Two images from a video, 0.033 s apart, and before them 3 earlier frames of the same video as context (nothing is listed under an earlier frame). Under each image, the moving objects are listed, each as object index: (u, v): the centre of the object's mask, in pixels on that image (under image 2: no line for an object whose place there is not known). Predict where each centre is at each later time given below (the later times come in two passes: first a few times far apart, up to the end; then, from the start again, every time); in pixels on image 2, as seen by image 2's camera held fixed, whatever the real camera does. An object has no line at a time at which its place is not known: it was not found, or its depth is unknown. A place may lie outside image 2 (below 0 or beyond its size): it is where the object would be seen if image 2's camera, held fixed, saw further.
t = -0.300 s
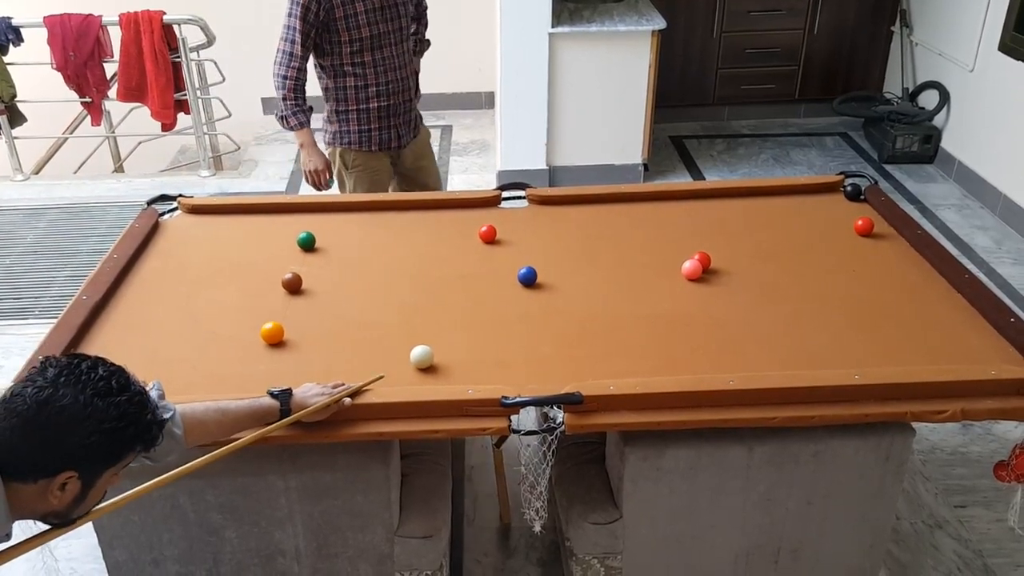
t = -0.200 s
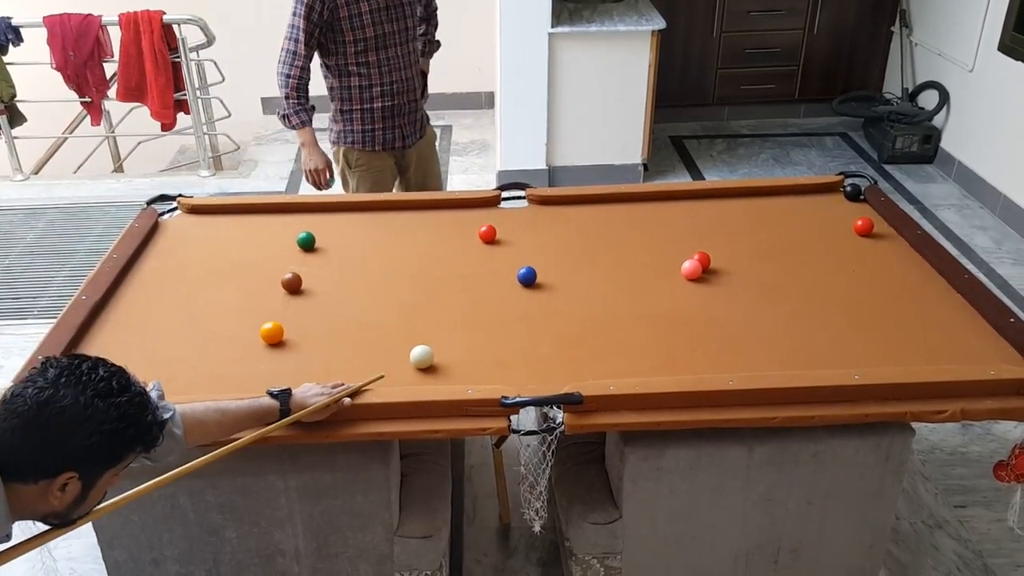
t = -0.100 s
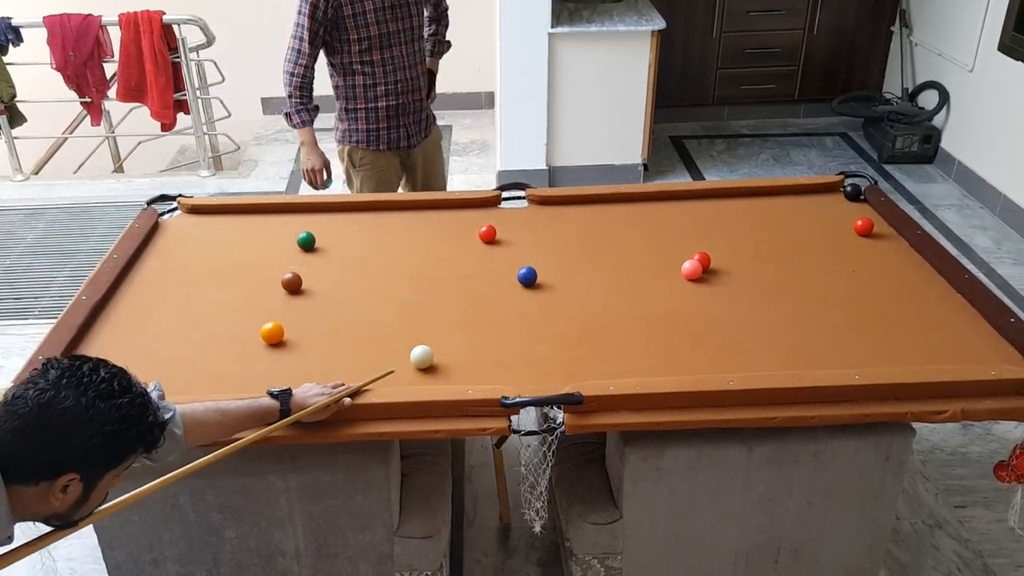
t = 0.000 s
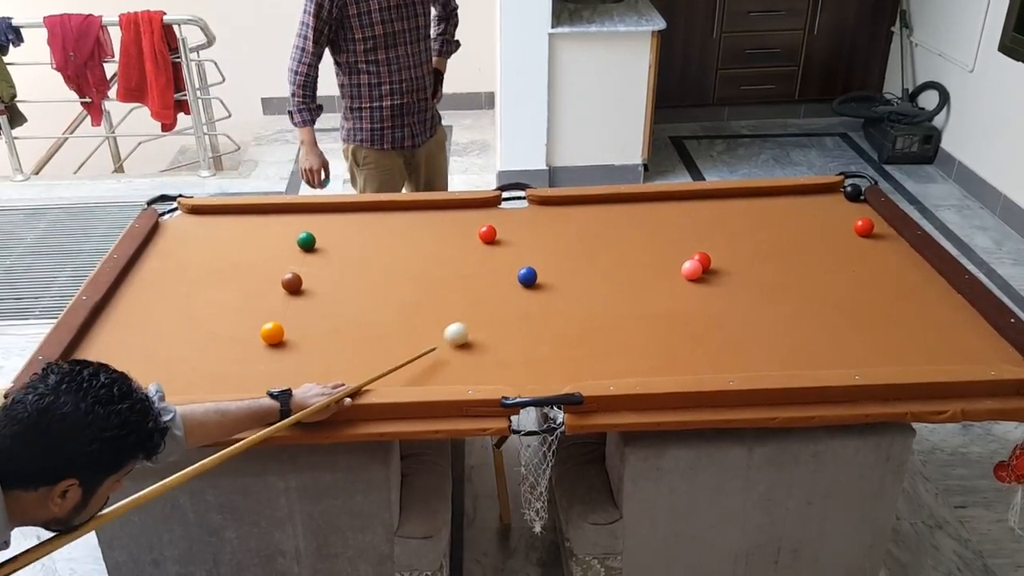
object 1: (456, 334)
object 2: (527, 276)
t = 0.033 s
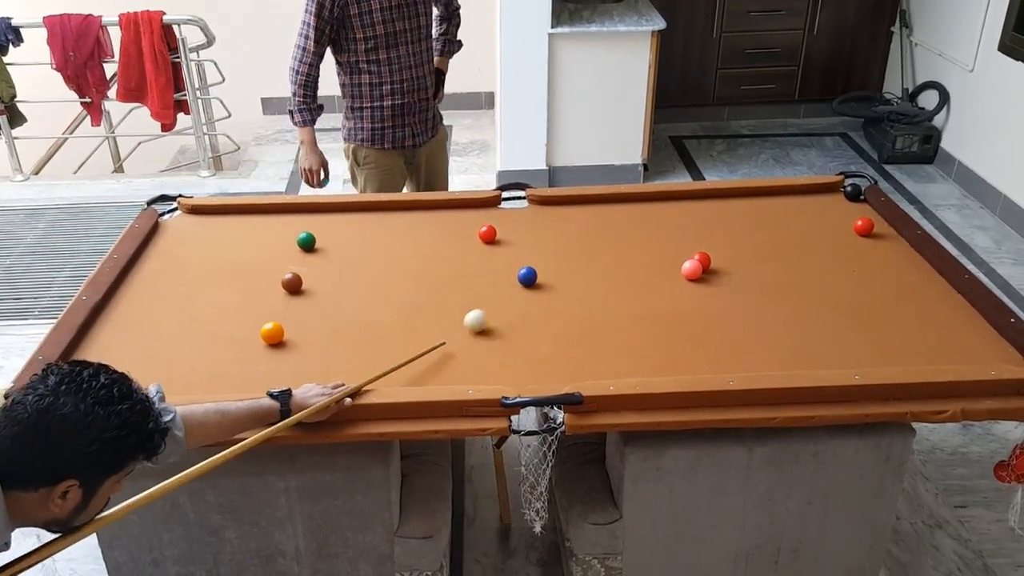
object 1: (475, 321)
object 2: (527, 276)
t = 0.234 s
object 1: (572, 280)
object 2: (522, 259)
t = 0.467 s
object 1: (674, 257)
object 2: (512, 228)
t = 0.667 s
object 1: (749, 236)
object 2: (505, 207)
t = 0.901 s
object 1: (824, 214)
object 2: (520, 199)
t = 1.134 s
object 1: (837, 199)
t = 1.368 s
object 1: (791, 191)
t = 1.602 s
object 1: (765, 198)
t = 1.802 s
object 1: (743, 204)
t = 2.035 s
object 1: (718, 211)
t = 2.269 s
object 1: (694, 217)
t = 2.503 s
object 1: (672, 223)
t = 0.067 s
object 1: (492, 310)
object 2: (527, 276)
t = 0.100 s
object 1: (509, 299)
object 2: (527, 276)
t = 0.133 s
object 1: (524, 289)
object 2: (527, 273)
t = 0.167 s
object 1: (539, 284)
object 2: (525, 271)
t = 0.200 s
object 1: (555, 282)
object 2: (524, 265)
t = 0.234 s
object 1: (572, 280)
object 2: (522, 259)
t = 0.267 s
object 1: (587, 277)
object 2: (521, 254)
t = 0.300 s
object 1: (602, 273)
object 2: (519, 250)
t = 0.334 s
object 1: (617, 270)
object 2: (518, 245)
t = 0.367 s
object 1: (632, 266)
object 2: (516, 241)
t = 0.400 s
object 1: (646, 263)
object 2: (515, 237)
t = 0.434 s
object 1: (660, 260)
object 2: (514, 233)
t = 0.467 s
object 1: (674, 257)
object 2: (512, 228)
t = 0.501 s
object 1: (687, 251)
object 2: (511, 225)
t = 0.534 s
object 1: (700, 247)
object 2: (510, 221)
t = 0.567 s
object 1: (713, 246)
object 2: (509, 217)
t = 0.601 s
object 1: (725, 243)
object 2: (507, 214)
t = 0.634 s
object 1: (737, 239)
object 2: (506, 210)
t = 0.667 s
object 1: (749, 236)
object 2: (505, 207)
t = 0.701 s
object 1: (760, 233)
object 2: (503, 203)
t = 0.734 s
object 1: (771, 230)
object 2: (502, 200)
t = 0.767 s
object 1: (782, 226)
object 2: (507, 200)
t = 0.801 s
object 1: (793, 223)
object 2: (513, 199)
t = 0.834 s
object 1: (804, 220)
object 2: (517, 199)
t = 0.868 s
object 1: (814, 217)
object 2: (521, 199)
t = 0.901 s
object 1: (824, 214)
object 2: (520, 199)
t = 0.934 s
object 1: (834, 212)
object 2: (519, 199)
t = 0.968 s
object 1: (843, 209)
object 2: (518, 200)
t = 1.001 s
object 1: (853, 206)
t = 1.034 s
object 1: (863, 204)
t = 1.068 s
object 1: (854, 202)
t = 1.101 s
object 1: (845, 201)
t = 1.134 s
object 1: (837, 199)
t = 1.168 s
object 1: (830, 198)
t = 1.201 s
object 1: (823, 196)
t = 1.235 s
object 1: (816, 195)
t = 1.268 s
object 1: (810, 194)
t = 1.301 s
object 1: (803, 193)
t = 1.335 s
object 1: (796, 192)
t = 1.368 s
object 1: (791, 191)
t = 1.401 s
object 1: (787, 192)
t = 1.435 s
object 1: (783, 193)
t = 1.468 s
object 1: (780, 194)
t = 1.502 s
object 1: (776, 195)
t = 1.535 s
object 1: (773, 196)
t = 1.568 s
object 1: (769, 197)
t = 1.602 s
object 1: (765, 198)
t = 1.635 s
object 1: (762, 199)
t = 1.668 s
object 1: (758, 201)
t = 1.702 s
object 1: (754, 202)
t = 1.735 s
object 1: (751, 202)
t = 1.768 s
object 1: (747, 203)
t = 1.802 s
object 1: (743, 204)
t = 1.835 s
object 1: (740, 205)
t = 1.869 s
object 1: (736, 206)
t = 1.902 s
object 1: (733, 207)
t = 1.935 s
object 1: (729, 208)
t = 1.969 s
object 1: (725, 209)
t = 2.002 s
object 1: (722, 210)
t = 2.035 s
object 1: (718, 211)
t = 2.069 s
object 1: (715, 212)
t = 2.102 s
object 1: (711, 213)
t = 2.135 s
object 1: (708, 214)
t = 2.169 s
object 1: (705, 215)
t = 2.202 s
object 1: (701, 215)
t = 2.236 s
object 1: (698, 216)
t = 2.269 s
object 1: (694, 217)
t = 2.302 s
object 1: (691, 218)
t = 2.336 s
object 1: (688, 219)
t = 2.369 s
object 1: (684, 220)
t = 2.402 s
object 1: (681, 220)
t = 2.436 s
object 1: (678, 221)
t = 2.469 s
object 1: (675, 222)
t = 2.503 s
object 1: (672, 223)
